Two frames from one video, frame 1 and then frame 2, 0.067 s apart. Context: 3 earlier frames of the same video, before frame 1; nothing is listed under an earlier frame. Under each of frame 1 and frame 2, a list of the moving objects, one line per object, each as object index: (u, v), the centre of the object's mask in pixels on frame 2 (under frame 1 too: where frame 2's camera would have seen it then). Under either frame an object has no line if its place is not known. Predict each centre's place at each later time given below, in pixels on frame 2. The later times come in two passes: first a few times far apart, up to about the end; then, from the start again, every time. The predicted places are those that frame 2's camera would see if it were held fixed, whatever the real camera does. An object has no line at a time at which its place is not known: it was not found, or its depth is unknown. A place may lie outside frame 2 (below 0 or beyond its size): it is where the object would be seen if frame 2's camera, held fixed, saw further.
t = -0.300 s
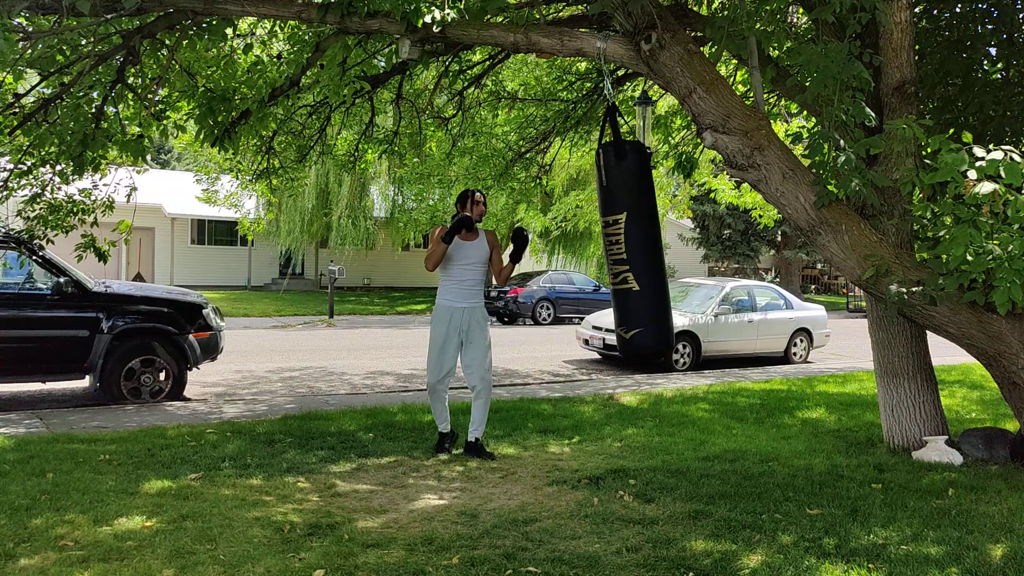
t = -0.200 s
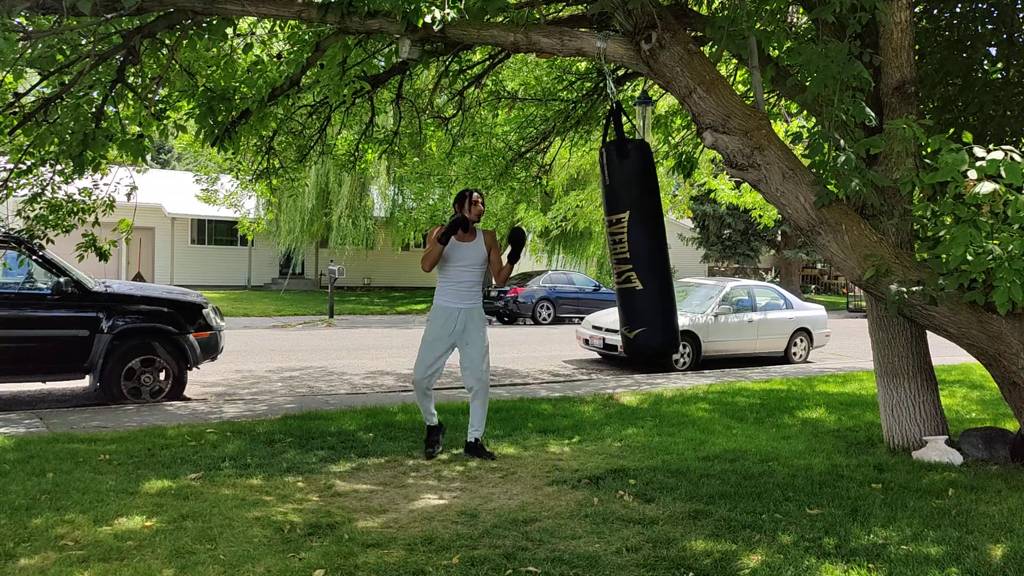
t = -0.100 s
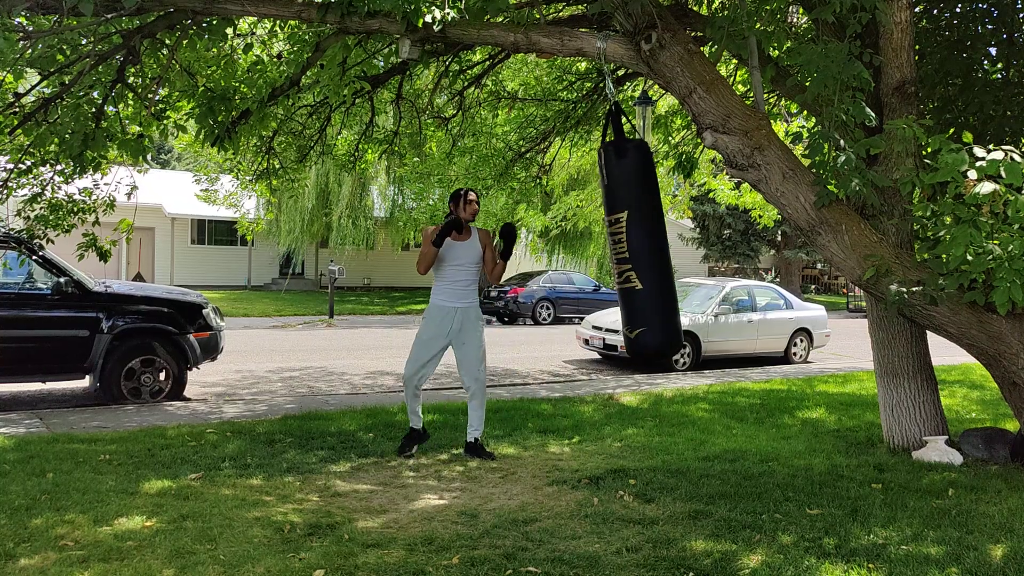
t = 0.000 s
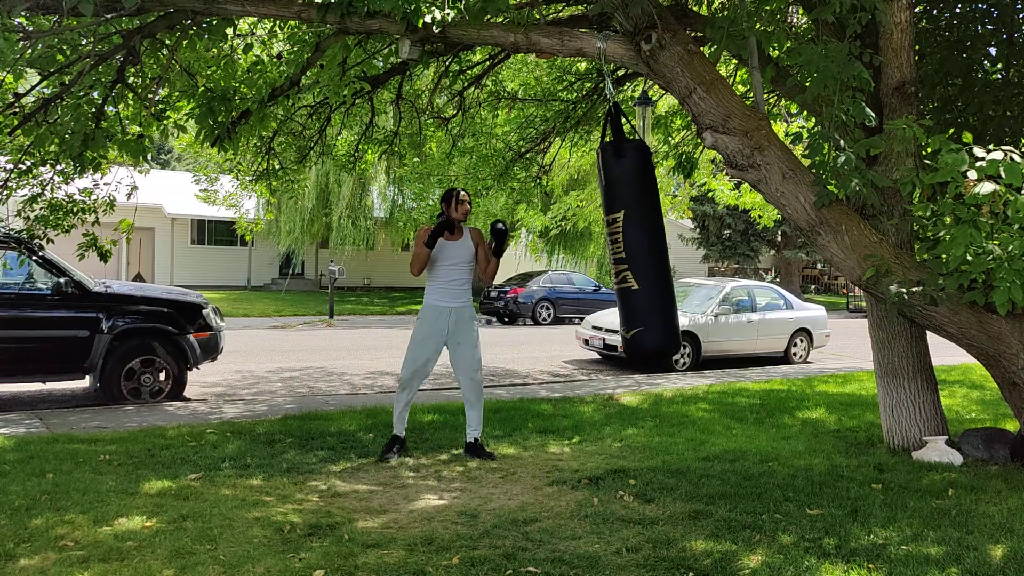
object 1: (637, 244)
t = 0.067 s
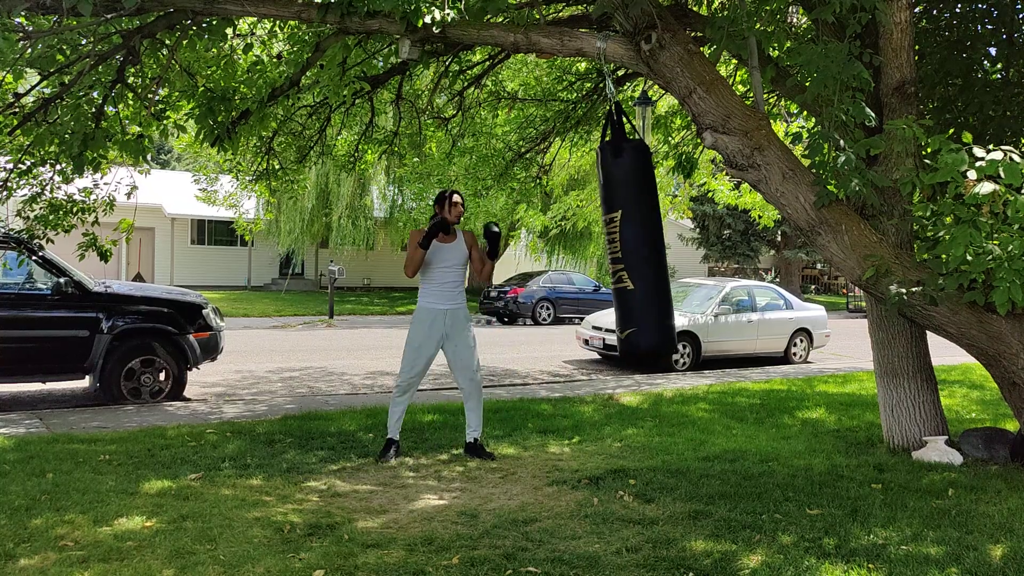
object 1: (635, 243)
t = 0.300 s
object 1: (618, 244)
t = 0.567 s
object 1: (592, 246)
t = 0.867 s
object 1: (571, 240)
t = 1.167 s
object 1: (570, 238)
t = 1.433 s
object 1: (585, 240)
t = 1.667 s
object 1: (605, 243)
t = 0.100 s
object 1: (633, 244)
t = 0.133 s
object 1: (631, 245)
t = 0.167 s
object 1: (629, 243)
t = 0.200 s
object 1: (626, 243)
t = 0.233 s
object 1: (624, 243)
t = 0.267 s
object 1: (621, 243)
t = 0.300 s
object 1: (618, 244)
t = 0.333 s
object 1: (615, 244)
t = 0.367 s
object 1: (612, 245)
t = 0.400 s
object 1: (609, 244)
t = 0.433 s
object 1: (606, 246)
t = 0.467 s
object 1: (602, 246)
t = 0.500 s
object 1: (599, 246)
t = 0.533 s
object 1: (595, 244)
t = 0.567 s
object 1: (592, 246)
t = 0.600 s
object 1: (589, 243)
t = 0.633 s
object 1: (586, 245)
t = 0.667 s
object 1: (583, 245)
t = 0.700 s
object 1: (581, 245)
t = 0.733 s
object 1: (578, 244)
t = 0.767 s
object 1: (576, 244)
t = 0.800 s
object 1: (574, 241)
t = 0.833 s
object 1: (572, 240)
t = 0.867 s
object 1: (571, 240)
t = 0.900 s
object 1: (570, 240)
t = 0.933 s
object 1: (569, 239)
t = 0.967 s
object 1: (568, 239)
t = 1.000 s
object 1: (568, 239)
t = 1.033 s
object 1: (568, 239)
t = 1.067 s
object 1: (568, 239)
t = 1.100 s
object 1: (568, 238)
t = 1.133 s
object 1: (569, 239)
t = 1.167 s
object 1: (570, 238)
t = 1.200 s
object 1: (571, 239)
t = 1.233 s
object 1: (572, 238)
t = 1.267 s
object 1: (574, 239)
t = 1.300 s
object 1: (576, 239)
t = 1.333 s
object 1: (577, 241)
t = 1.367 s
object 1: (580, 241)
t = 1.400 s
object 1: (582, 242)
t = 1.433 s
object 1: (585, 240)
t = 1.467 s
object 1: (587, 242)
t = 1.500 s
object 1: (590, 241)
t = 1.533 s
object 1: (593, 241)
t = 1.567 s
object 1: (596, 241)
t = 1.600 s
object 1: (599, 243)
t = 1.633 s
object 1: (602, 243)
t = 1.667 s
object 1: (605, 243)
